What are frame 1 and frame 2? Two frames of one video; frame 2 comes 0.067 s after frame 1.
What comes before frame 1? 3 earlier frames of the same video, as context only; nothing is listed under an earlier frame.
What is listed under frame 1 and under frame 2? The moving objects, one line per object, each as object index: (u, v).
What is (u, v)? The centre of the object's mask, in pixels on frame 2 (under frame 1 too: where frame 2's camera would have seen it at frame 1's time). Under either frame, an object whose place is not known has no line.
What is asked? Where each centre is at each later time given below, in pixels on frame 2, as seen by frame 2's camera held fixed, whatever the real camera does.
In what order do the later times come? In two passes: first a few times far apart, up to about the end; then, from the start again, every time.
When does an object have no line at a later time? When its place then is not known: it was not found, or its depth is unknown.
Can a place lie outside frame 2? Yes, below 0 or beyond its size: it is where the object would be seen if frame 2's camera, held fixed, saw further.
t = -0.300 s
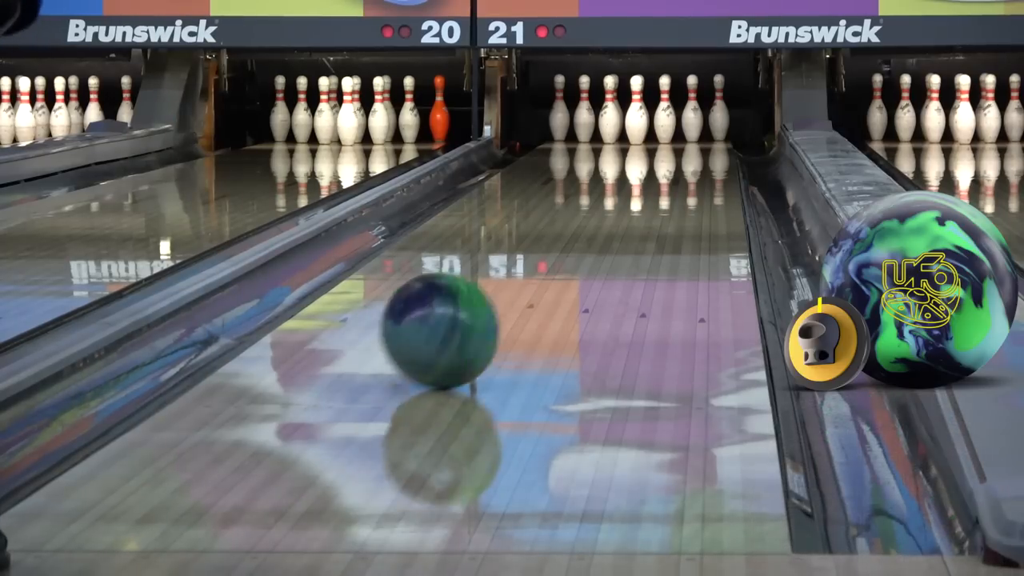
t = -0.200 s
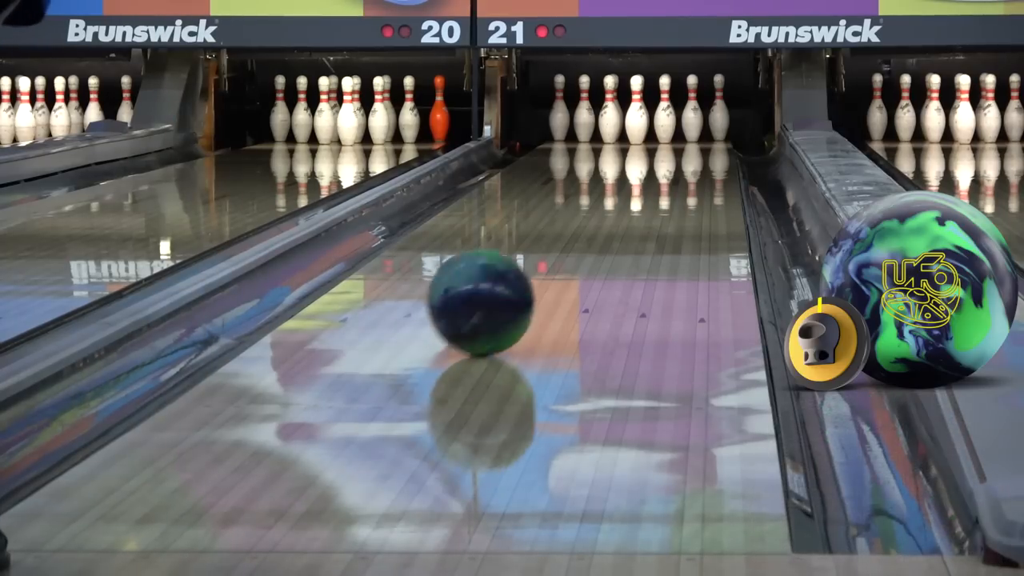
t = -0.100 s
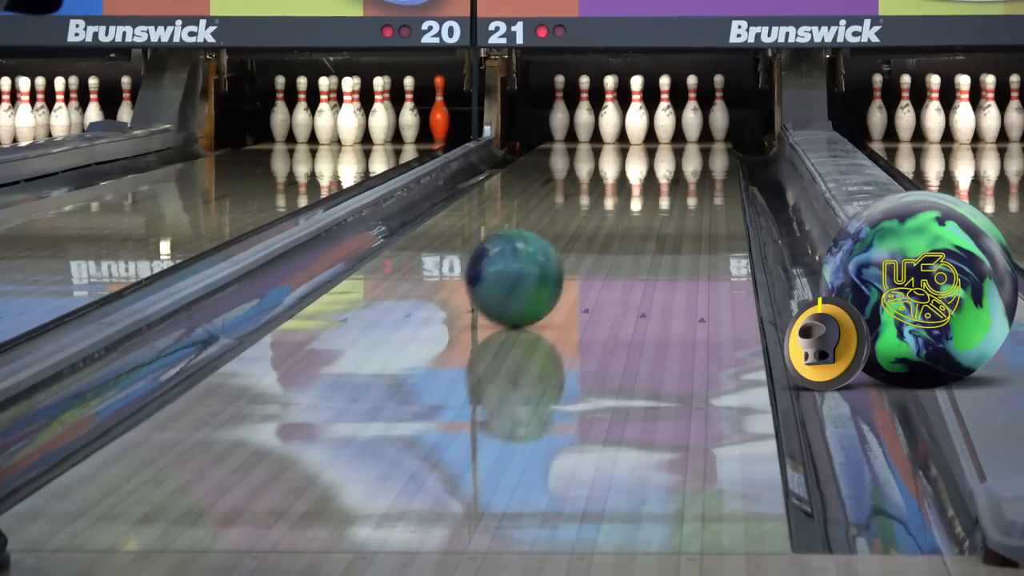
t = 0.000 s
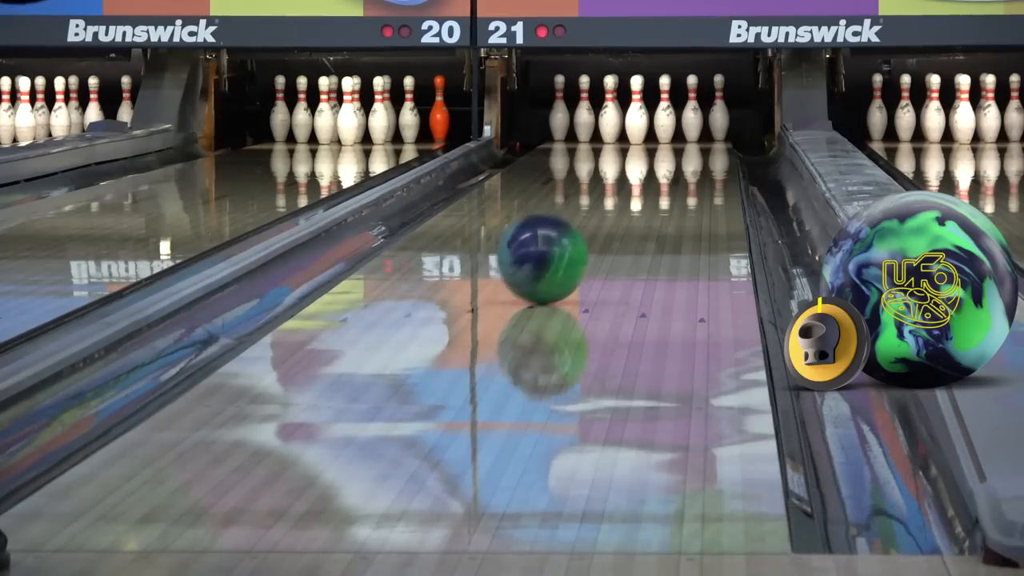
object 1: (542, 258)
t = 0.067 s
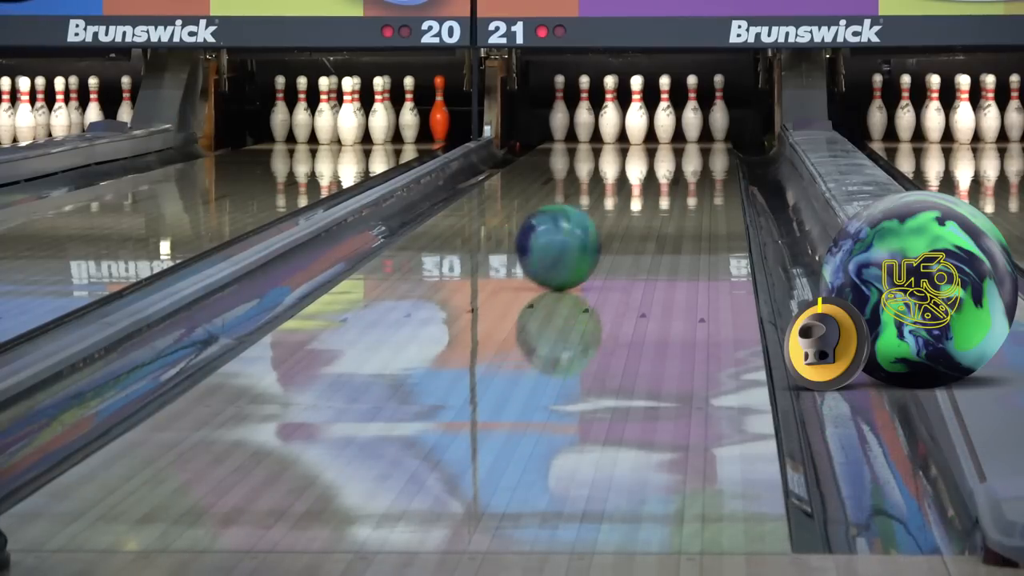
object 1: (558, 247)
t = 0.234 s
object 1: (591, 222)
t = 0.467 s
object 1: (627, 195)
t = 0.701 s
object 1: (651, 175)
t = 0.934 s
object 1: (670, 160)
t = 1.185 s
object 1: (681, 147)
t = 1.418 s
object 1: (676, 138)
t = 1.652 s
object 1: (656, 130)
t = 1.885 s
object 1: (634, 125)
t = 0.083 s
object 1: (562, 244)
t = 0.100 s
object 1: (566, 241)
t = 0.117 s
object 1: (570, 238)
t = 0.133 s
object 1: (573, 236)
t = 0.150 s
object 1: (576, 233)
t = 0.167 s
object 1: (579, 232)
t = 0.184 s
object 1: (582, 229)
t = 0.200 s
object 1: (585, 226)
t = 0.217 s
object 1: (589, 224)
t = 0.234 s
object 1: (591, 222)
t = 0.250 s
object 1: (594, 219)
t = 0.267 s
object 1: (597, 217)
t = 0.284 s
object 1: (600, 215)
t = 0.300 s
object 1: (603, 213)
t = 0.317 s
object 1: (605, 211)
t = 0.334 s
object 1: (608, 209)
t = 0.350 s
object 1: (610, 208)
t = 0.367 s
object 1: (613, 206)
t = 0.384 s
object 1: (615, 204)
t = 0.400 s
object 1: (617, 202)
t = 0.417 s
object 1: (620, 200)
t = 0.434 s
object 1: (622, 198)
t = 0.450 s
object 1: (625, 196)
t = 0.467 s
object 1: (627, 195)
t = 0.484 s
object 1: (629, 194)
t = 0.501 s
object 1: (630, 192)
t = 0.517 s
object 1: (632, 191)
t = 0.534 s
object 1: (634, 189)
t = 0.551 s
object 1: (636, 188)
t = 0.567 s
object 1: (638, 186)
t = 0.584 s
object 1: (640, 185)
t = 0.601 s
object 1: (642, 183)
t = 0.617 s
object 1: (644, 182)
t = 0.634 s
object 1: (645, 181)
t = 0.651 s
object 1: (647, 180)
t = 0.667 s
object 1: (648, 178)
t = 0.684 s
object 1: (649, 177)
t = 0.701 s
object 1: (651, 175)
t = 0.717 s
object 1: (652, 174)
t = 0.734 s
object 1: (655, 173)
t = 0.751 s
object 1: (656, 172)
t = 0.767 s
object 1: (657, 171)
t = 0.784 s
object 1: (659, 169)
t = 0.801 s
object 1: (660, 169)
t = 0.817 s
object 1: (661, 167)
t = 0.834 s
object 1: (662, 166)
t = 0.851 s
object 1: (663, 166)
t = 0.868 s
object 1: (664, 165)
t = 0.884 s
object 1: (666, 164)
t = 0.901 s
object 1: (667, 163)
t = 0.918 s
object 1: (669, 161)
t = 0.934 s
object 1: (670, 160)
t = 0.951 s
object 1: (670, 159)
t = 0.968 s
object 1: (672, 158)
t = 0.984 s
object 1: (673, 157)
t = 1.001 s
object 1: (674, 156)
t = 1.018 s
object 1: (674, 155)
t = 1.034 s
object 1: (676, 154)
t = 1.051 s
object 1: (676, 154)
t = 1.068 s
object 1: (677, 153)
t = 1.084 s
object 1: (678, 152)
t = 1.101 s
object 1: (679, 151)
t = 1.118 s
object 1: (679, 150)
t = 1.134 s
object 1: (679, 149)
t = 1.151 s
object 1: (680, 149)
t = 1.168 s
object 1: (680, 148)
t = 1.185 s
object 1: (681, 147)
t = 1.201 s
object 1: (681, 146)
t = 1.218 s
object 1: (681, 146)
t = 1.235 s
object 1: (681, 145)
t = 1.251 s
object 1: (681, 144)
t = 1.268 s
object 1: (681, 143)
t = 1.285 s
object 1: (681, 143)
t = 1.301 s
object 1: (680, 142)
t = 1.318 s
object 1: (680, 141)
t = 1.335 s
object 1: (680, 141)
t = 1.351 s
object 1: (679, 140)
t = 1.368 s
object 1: (678, 140)
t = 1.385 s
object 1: (678, 139)
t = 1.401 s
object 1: (677, 138)
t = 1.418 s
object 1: (676, 138)
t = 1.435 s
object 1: (675, 137)
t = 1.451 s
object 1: (674, 137)
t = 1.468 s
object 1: (673, 136)
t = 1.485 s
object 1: (672, 136)
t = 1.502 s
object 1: (671, 135)
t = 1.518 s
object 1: (670, 135)
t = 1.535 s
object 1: (668, 134)
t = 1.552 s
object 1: (667, 134)
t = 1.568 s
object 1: (665, 133)
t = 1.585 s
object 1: (663, 133)
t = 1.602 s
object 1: (662, 132)
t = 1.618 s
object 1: (660, 132)
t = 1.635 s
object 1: (658, 131)
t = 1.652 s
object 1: (656, 130)
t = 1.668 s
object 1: (655, 130)
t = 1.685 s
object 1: (653, 130)
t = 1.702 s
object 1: (651, 129)
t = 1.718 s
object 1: (649, 129)
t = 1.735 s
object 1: (648, 128)
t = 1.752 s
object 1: (646, 128)
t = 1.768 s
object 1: (644, 127)
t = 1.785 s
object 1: (642, 127)
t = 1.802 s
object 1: (641, 126)
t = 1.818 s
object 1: (639, 126)
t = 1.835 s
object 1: (638, 126)
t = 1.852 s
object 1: (637, 125)
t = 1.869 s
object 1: (635, 124)
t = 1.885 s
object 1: (634, 125)
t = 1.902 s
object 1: (632, 125)
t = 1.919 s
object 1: (633, 124)
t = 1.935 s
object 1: (634, 124)
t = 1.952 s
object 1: (635, 124)
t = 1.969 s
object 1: (636, 123)
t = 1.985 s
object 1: (636, 123)
